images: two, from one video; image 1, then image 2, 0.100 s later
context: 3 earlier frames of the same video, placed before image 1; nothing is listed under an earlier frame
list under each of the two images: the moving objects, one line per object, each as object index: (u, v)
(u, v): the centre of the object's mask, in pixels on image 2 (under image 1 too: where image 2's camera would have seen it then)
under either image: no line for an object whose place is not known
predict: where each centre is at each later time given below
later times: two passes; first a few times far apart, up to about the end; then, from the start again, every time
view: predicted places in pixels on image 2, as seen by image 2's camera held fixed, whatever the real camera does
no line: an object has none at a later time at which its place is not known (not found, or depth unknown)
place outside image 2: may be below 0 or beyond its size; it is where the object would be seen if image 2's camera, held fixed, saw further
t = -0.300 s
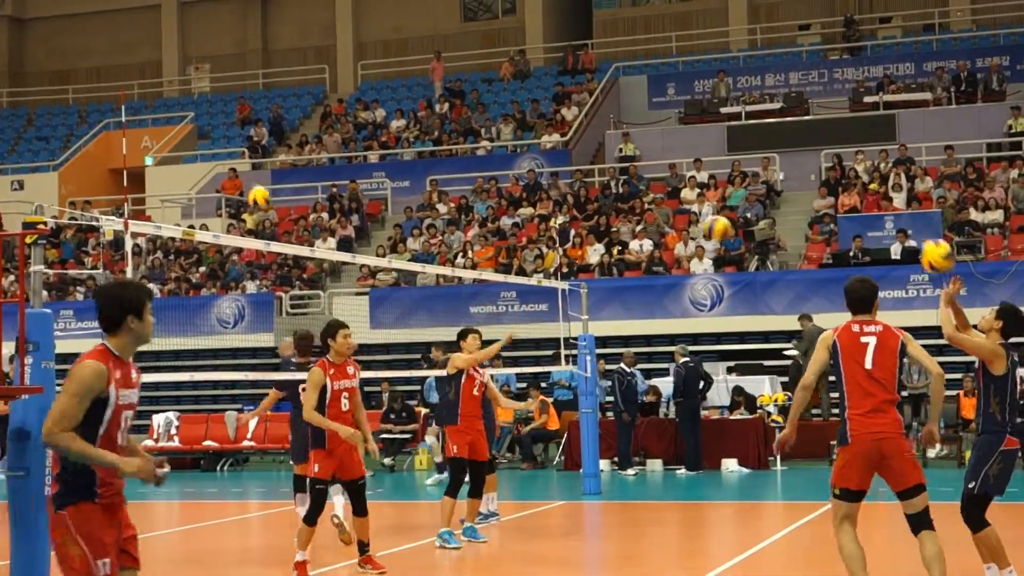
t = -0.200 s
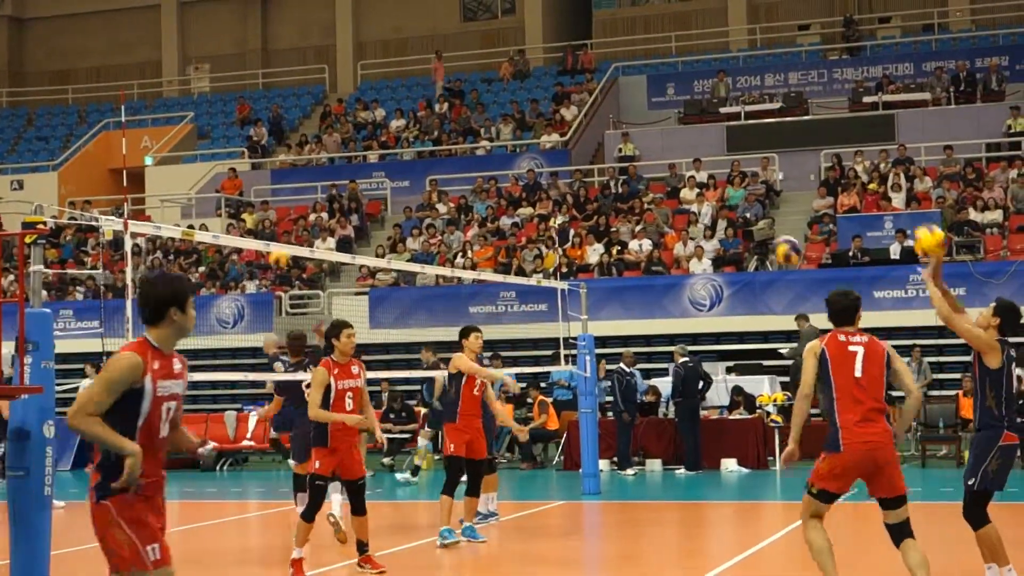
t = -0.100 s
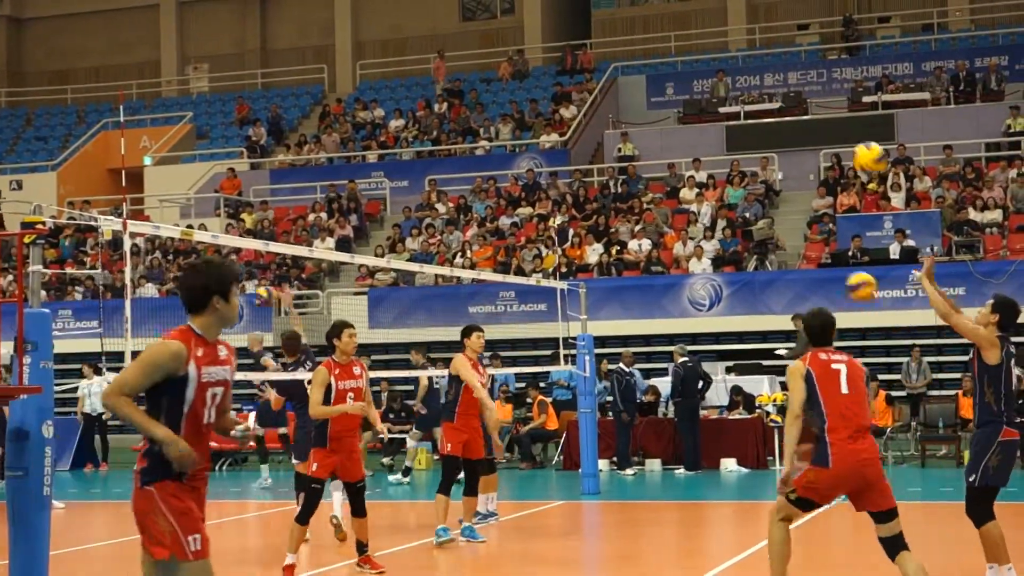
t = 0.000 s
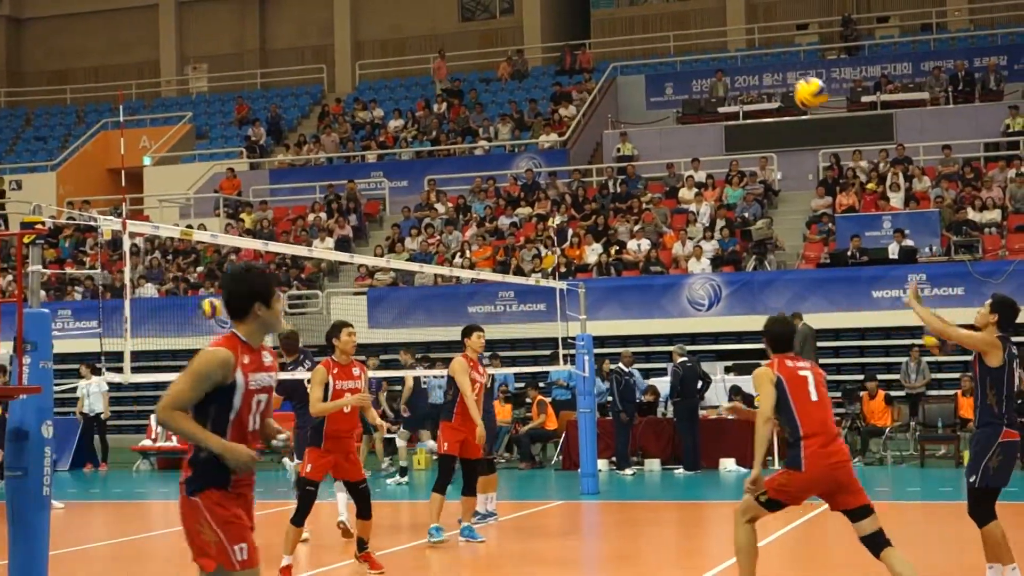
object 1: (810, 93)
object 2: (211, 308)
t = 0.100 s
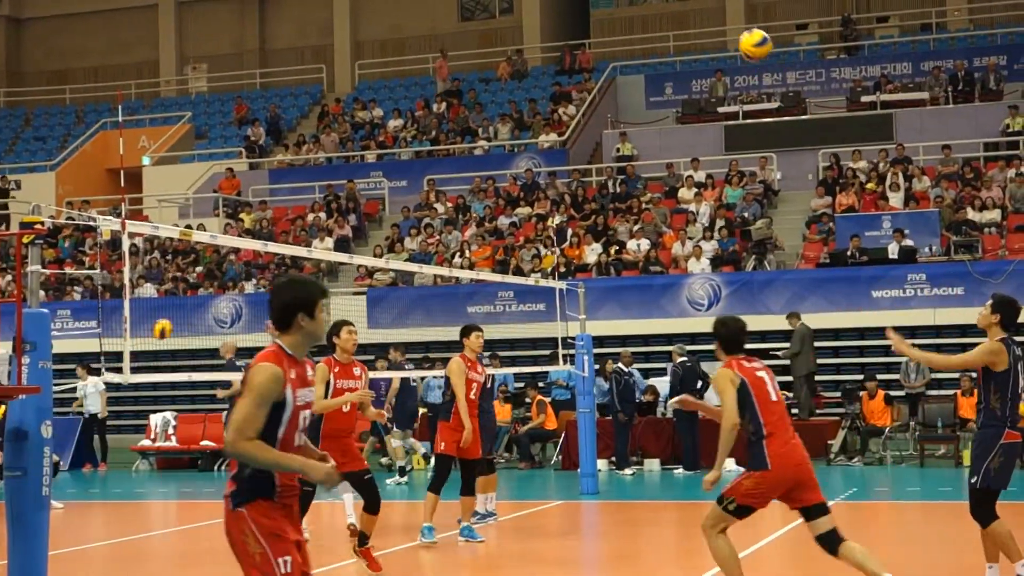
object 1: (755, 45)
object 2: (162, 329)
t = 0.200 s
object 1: (703, 12)
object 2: (117, 361)
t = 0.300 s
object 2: (78, 398)
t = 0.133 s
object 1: (738, 32)
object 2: (147, 338)
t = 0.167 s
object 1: (720, 20)
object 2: (137, 348)
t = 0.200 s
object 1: (703, 12)
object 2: (117, 361)
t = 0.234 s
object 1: (687, 8)
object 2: (106, 367)
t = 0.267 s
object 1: (669, 6)
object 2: (93, 384)
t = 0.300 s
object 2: (78, 398)
